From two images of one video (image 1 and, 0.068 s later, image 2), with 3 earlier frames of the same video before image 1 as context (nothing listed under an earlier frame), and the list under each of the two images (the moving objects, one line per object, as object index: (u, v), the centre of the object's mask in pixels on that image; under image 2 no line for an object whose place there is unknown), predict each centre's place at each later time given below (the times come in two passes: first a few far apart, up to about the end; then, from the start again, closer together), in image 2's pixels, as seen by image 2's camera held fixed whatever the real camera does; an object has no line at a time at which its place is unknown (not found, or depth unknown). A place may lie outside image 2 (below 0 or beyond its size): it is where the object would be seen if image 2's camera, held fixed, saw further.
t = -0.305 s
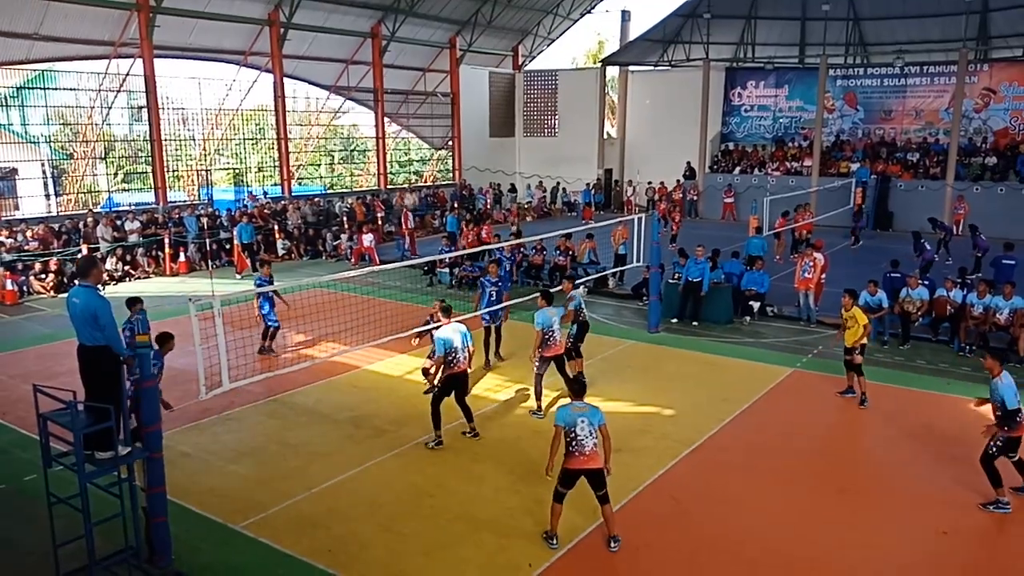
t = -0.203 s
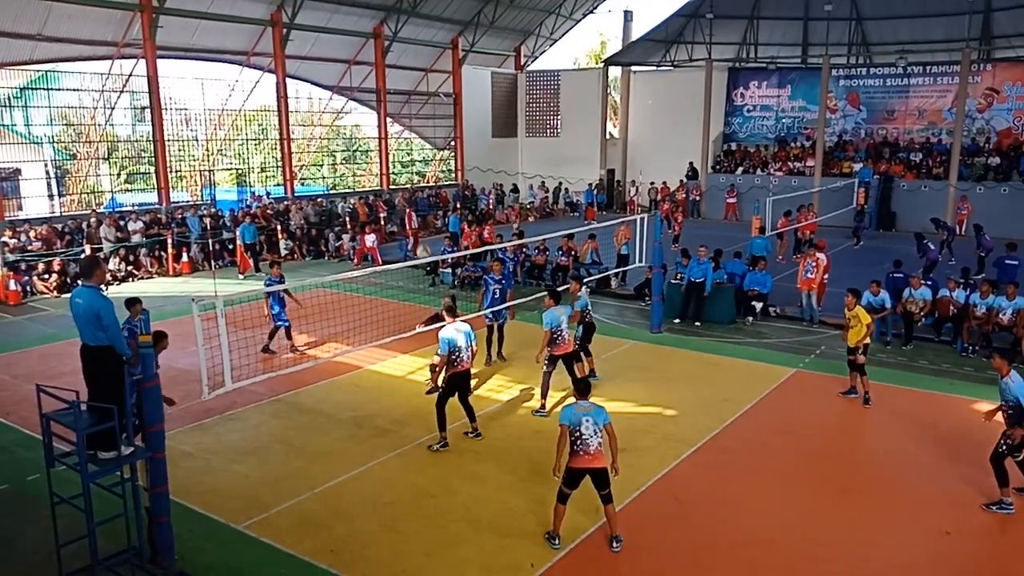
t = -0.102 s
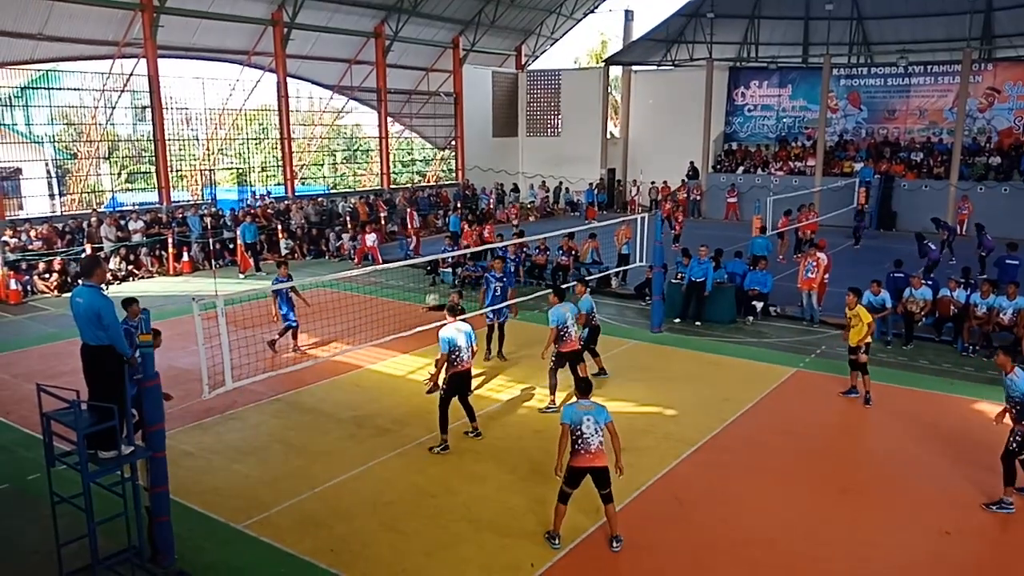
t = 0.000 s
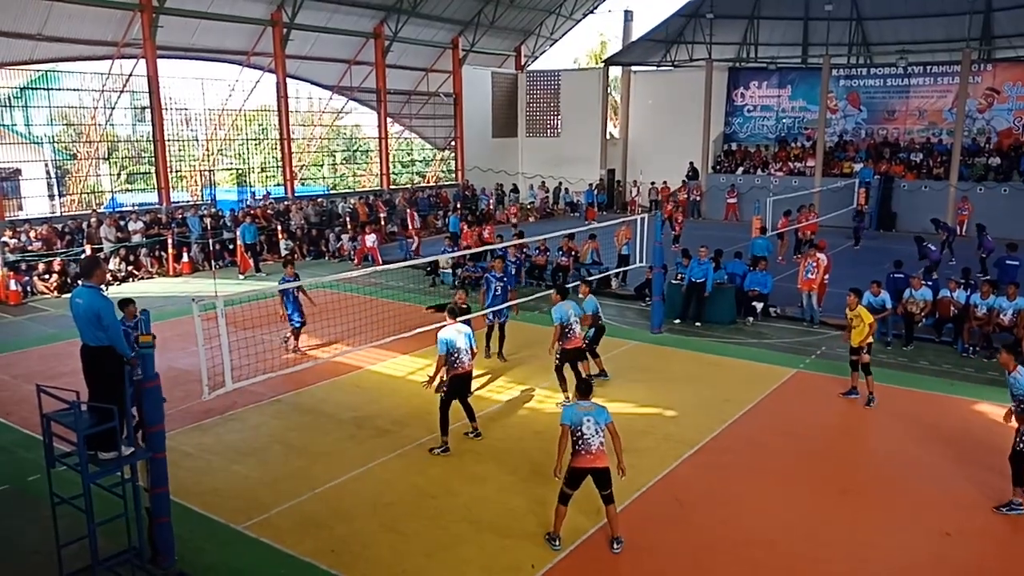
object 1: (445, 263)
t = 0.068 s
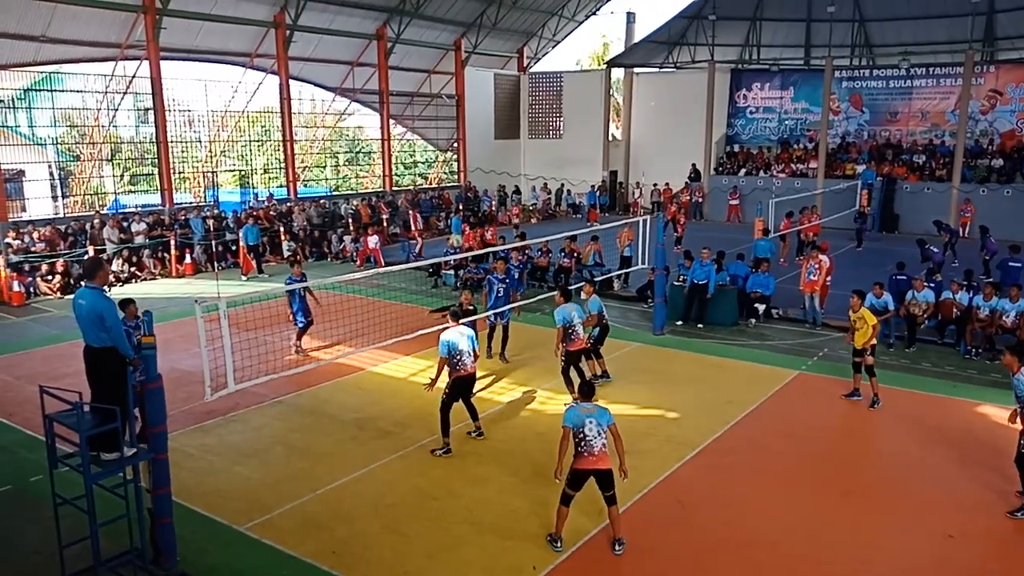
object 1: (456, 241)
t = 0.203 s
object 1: (474, 202)
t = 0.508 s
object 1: (515, 160)
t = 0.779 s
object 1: (552, 175)
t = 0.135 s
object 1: (466, 220)
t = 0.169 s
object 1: (469, 210)
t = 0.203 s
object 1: (474, 202)
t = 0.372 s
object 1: (496, 170)
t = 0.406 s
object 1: (500, 167)
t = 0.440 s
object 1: (505, 163)
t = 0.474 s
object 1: (510, 161)
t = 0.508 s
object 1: (515, 160)
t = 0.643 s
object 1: (533, 161)
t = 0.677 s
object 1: (538, 164)
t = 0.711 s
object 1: (543, 167)
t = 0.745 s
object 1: (547, 171)
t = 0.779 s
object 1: (552, 175)
